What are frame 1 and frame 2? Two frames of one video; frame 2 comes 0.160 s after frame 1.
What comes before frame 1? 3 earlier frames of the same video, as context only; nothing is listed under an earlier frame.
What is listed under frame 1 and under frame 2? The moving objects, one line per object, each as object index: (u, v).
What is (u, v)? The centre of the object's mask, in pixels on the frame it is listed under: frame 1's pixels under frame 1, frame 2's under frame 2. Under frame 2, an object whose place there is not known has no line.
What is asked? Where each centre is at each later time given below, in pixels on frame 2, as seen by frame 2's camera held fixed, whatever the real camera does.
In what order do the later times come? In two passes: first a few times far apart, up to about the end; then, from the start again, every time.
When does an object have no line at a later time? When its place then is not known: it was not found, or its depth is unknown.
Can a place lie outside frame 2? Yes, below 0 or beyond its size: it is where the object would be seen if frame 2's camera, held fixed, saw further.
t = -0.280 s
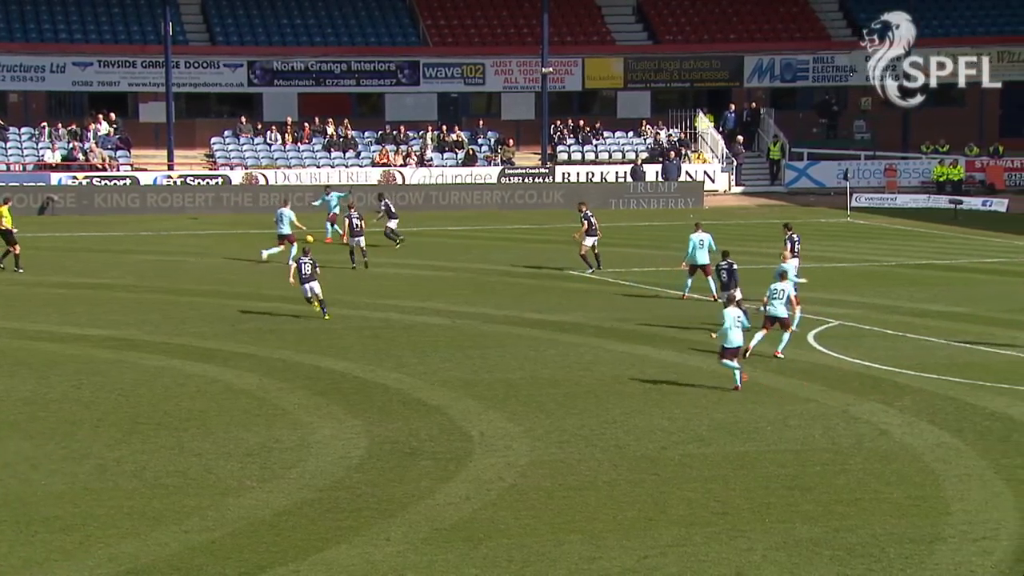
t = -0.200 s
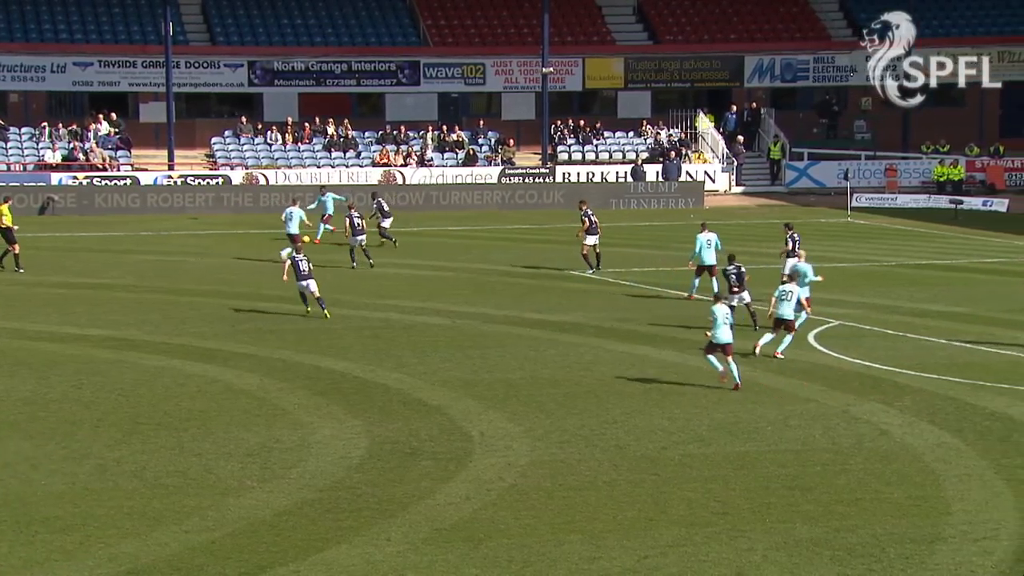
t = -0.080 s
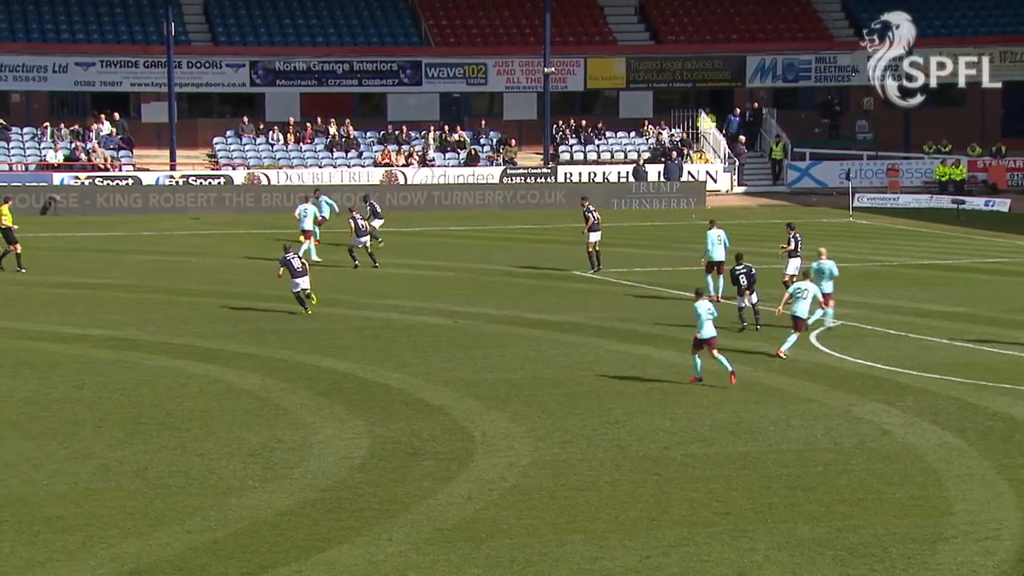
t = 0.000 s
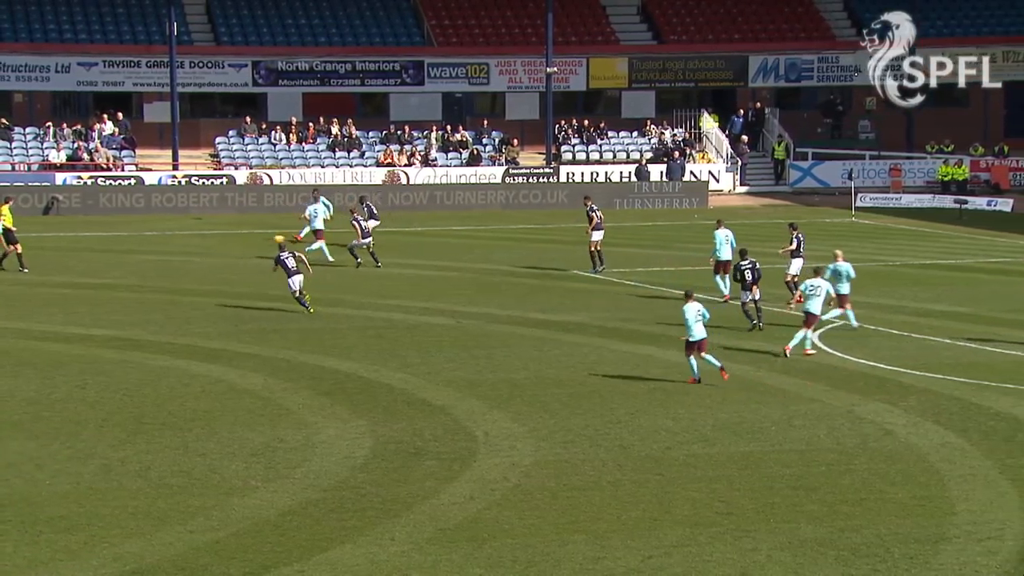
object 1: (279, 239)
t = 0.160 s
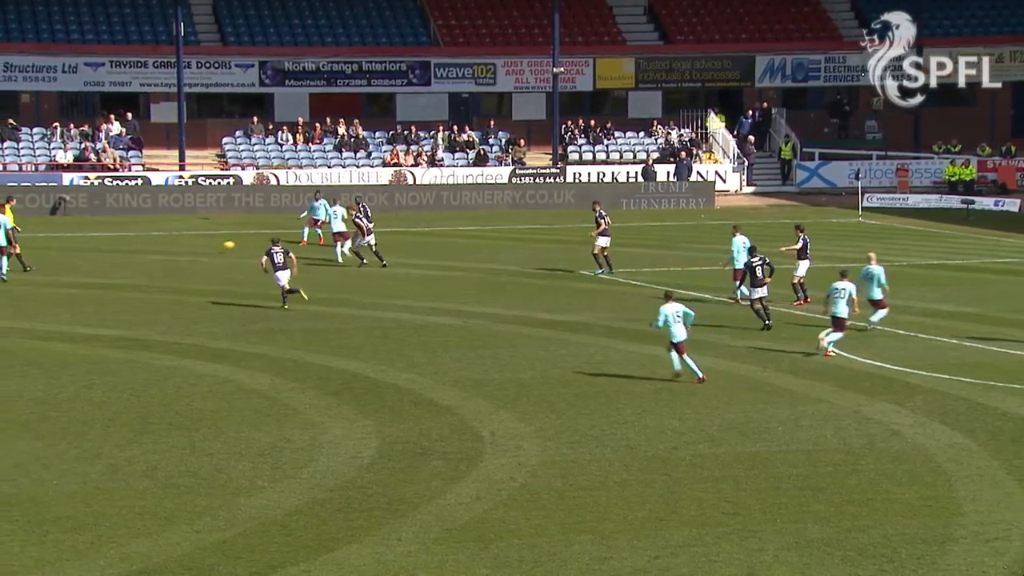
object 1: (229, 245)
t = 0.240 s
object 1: (199, 252)
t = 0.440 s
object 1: (134, 258)
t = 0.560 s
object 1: (95, 262)
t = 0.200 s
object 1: (214, 248)
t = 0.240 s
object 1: (199, 252)
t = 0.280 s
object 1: (187, 252)
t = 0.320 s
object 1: (174, 252)
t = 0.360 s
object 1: (161, 253)
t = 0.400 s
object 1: (147, 255)
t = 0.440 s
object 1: (134, 258)
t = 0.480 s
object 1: (121, 261)
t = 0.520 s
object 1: (108, 261)
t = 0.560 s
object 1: (95, 262)
